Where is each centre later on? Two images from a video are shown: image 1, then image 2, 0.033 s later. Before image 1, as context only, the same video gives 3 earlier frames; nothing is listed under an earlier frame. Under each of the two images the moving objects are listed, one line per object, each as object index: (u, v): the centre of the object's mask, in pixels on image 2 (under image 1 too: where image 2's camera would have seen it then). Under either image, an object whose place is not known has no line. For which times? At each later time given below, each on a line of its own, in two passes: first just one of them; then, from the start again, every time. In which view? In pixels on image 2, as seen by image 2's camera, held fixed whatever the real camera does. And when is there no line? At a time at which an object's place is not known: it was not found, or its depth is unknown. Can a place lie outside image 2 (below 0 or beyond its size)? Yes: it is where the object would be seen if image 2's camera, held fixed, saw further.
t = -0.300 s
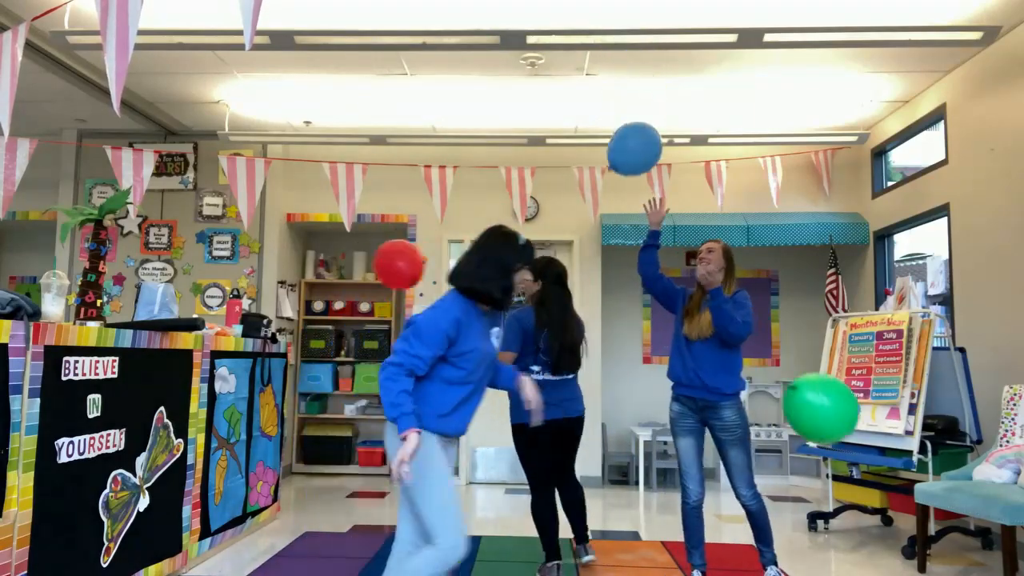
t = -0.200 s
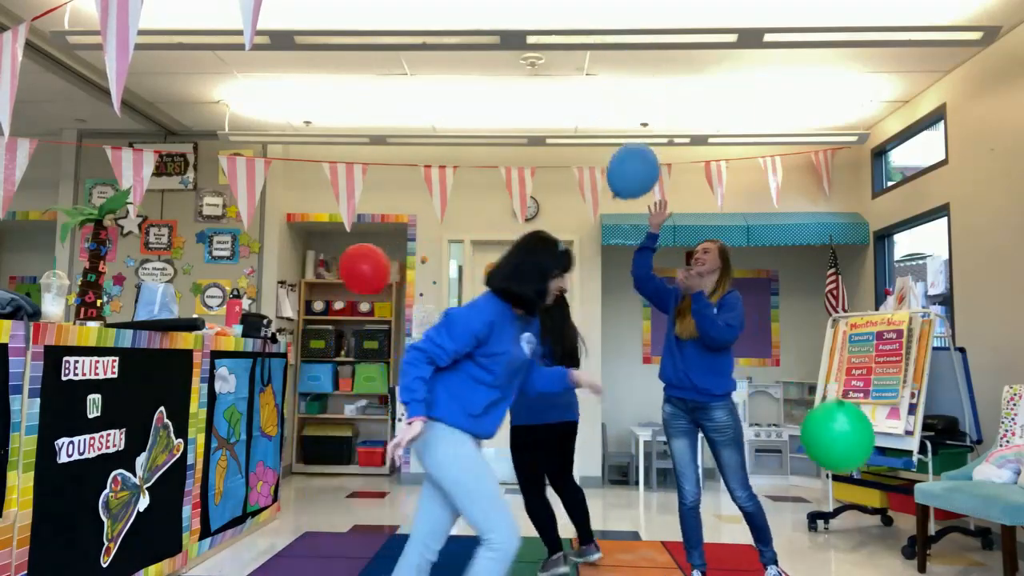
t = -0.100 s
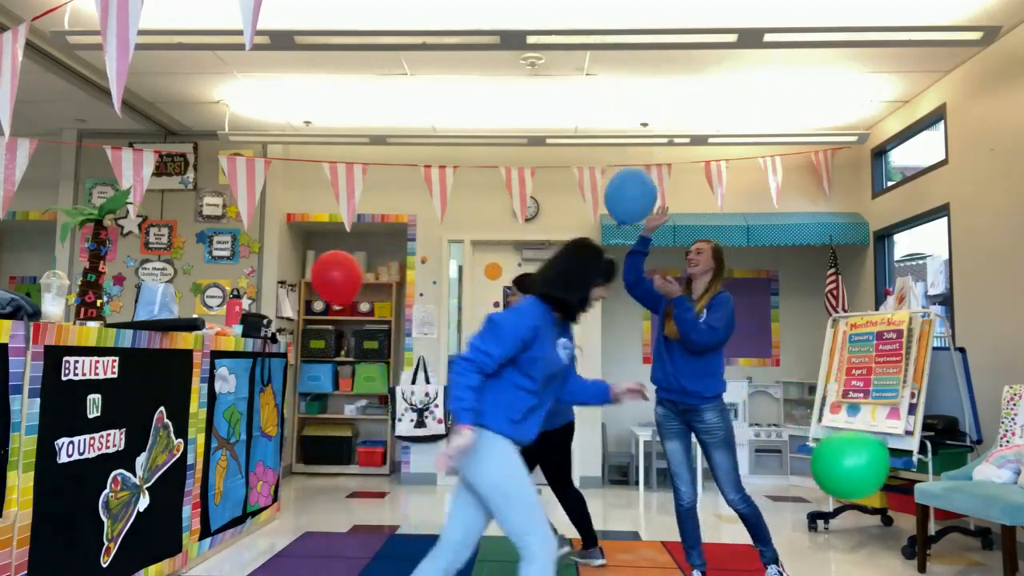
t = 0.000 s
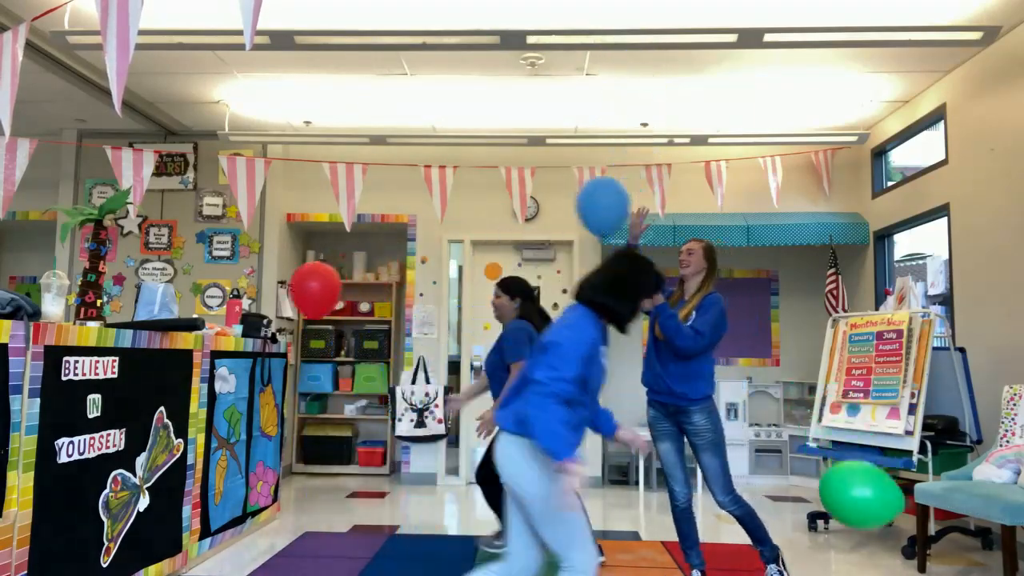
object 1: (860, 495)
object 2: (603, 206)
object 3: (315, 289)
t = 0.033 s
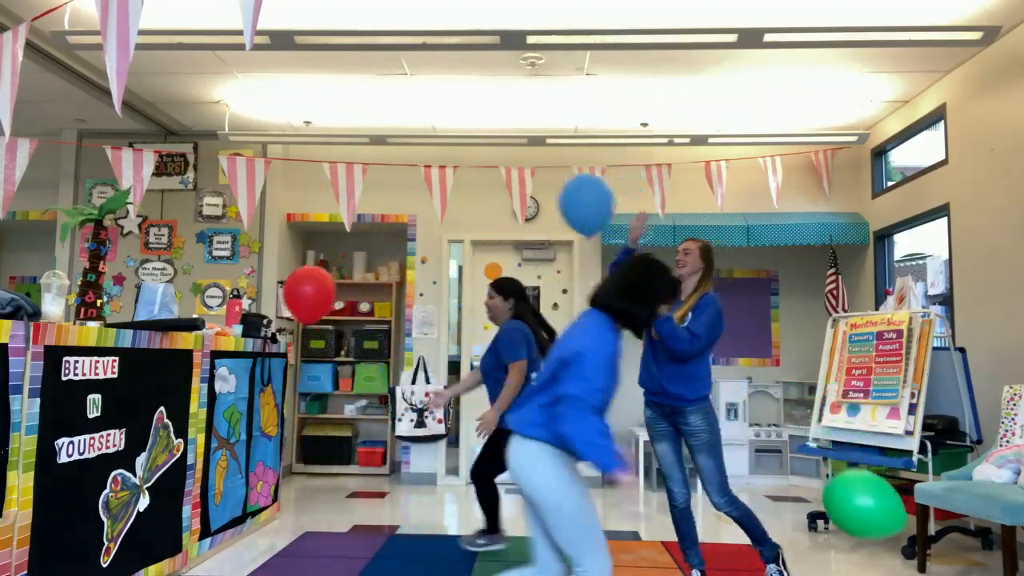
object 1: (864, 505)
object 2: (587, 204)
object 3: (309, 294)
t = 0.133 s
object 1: (874, 537)
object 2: (538, 198)
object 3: (294, 310)
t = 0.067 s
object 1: (867, 515)
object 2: (570, 201)
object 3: (304, 299)
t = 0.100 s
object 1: (871, 526)
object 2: (554, 200)
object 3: (298, 304)
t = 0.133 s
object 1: (874, 537)
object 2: (538, 198)
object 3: (294, 310)
